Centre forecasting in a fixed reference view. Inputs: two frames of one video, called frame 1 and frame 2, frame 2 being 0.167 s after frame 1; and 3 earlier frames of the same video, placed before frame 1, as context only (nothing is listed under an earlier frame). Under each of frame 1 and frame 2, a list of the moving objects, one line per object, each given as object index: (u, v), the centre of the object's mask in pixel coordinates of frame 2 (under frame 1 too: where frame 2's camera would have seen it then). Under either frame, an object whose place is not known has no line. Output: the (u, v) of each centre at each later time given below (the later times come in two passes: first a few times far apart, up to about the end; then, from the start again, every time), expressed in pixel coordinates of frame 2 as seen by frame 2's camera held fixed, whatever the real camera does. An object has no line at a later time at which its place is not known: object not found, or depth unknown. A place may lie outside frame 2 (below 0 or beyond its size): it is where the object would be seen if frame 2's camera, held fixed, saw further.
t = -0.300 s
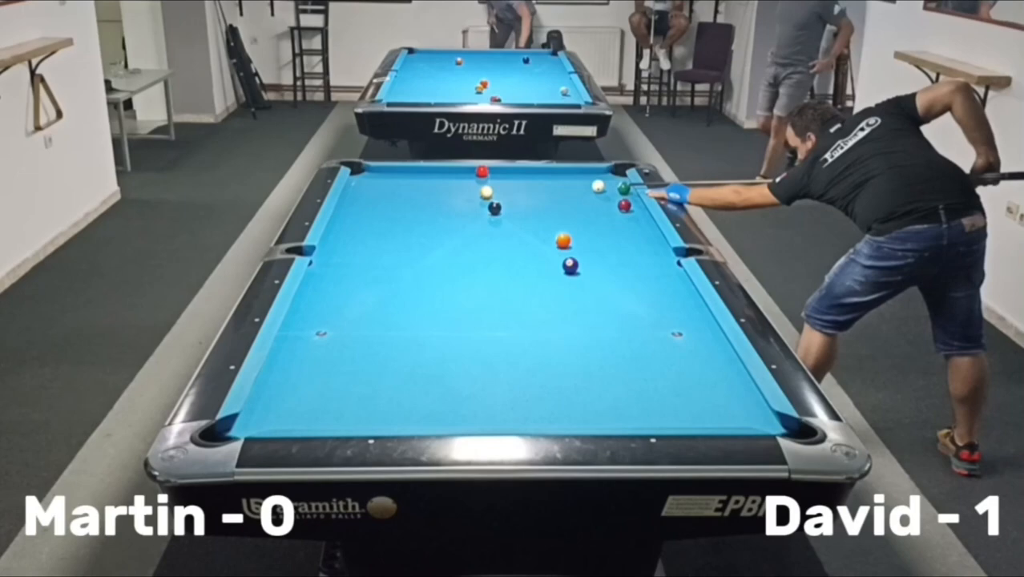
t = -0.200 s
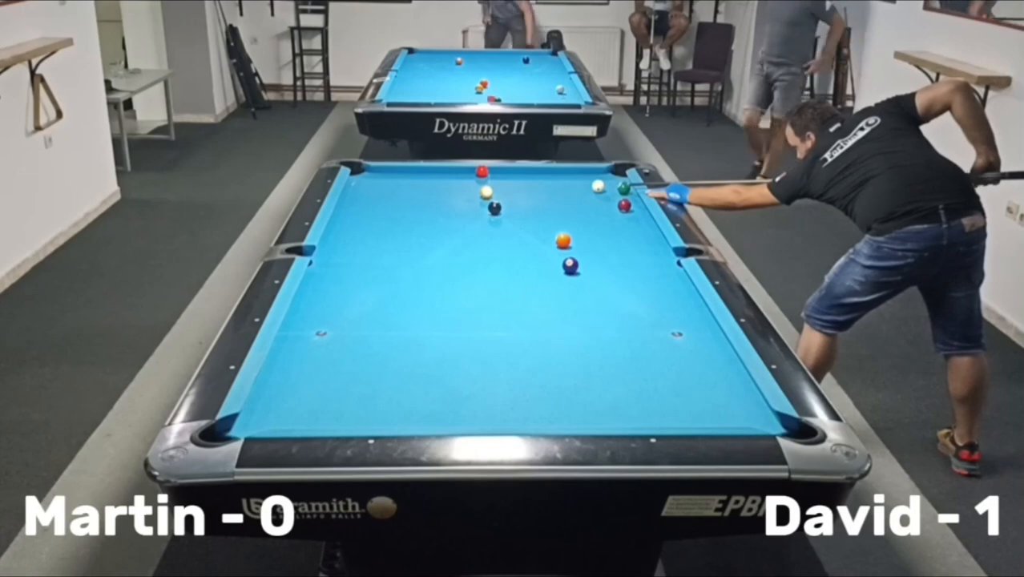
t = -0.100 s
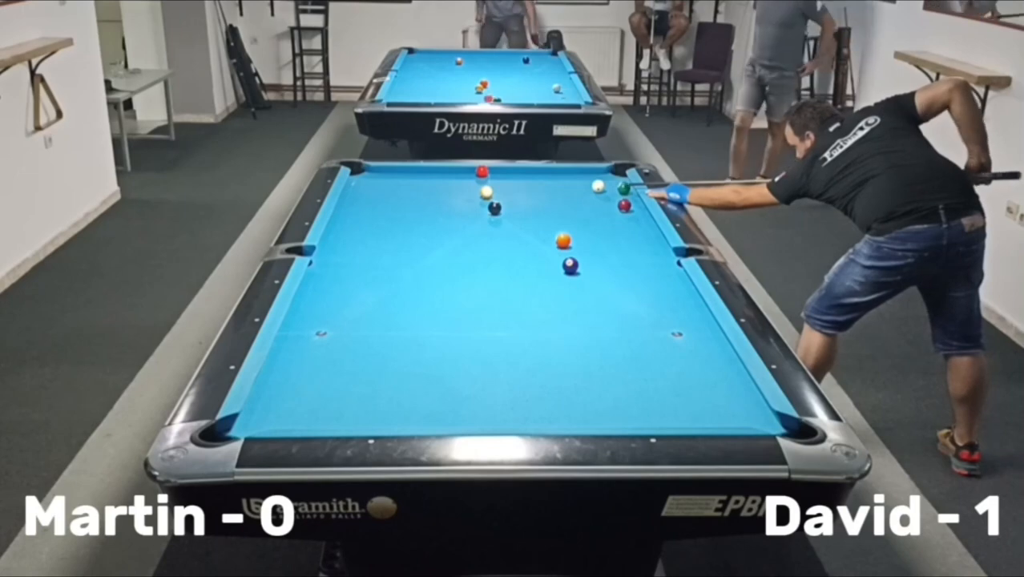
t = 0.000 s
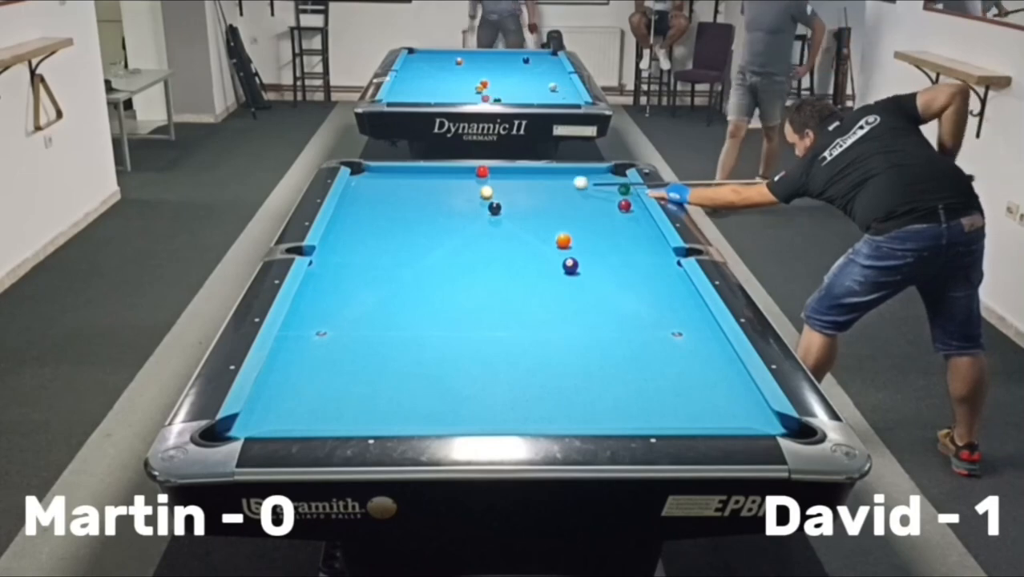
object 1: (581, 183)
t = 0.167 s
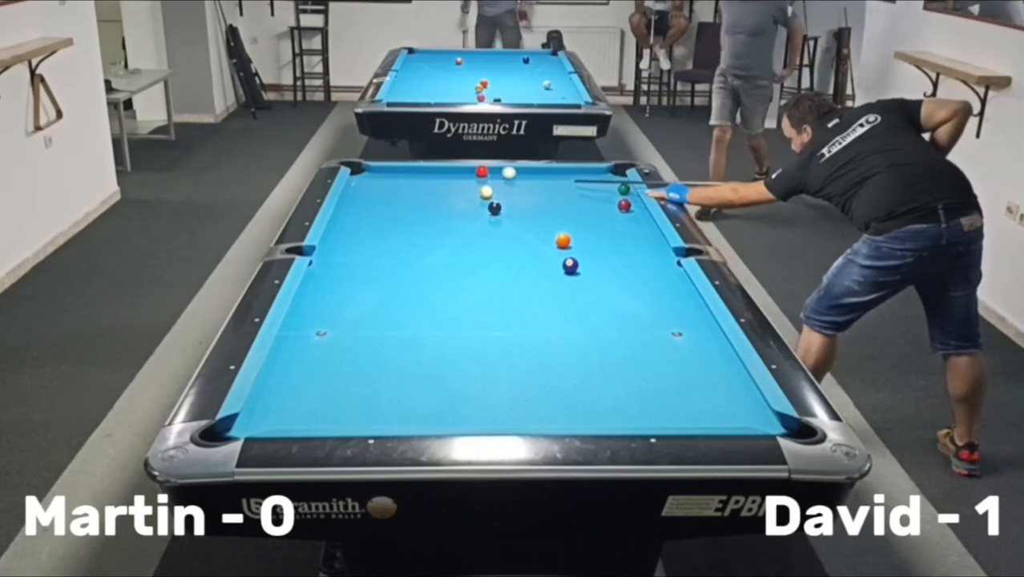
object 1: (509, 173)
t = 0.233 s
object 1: (493, 170)
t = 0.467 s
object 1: (476, 177)
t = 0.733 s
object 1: (452, 185)
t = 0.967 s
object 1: (430, 192)
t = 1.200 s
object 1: (408, 199)
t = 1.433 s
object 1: (386, 206)
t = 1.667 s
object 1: (363, 213)
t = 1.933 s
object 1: (336, 222)
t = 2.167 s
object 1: (343, 227)
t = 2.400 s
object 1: (350, 232)
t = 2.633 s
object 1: (357, 236)
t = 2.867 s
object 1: (364, 241)
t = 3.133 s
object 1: (370, 246)
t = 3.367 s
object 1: (376, 249)
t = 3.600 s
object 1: (382, 253)
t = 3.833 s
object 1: (386, 256)
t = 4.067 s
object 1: (390, 259)
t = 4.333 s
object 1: (394, 262)
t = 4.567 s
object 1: (398, 264)
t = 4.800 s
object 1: (400, 265)
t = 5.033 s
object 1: (402, 266)
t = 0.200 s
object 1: (496, 171)
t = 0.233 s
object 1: (493, 170)
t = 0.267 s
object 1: (492, 171)
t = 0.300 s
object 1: (491, 172)
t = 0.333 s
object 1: (488, 173)
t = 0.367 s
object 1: (485, 174)
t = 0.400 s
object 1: (482, 175)
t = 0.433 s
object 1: (479, 176)
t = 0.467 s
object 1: (476, 177)
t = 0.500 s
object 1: (473, 178)
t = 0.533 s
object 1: (470, 179)
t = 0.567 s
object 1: (467, 180)
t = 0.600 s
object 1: (464, 181)
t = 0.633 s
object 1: (461, 182)
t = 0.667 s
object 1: (458, 183)
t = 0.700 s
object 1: (455, 184)
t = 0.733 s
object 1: (452, 185)
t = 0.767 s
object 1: (449, 186)
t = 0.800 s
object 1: (446, 187)
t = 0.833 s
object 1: (443, 188)
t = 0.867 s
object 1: (440, 189)
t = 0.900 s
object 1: (437, 190)
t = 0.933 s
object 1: (434, 191)
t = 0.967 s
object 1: (430, 192)
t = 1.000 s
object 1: (427, 193)
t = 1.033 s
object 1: (424, 194)
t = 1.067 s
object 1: (421, 195)
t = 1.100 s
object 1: (418, 196)
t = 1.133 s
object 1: (415, 197)
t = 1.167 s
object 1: (412, 198)
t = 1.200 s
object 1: (408, 199)
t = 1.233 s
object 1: (405, 200)
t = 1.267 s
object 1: (402, 201)
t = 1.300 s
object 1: (398, 202)
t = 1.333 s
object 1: (395, 203)
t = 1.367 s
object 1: (392, 204)
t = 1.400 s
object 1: (389, 205)
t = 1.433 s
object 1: (386, 206)
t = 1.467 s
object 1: (382, 207)
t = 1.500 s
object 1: (379, 208)
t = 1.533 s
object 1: (376, 209)
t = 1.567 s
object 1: (373, 210)
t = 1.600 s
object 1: (370, 211)
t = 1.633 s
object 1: (366, 212)
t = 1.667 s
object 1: (363, 213)
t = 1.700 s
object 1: (360, 214)
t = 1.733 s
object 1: (357, 215)
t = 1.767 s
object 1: (353, 216)
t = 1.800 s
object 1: (350, 217)
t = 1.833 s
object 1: (347, 219)
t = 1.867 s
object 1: (343, 220)
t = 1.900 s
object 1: (340, 220)
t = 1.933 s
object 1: (336, 222)
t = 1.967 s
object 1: (336, 222)
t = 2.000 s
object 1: (337, 223)
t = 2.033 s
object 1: (338, 224)
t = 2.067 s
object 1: (340, 224)
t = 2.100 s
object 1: (341, 225)
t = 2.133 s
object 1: (342, 226)
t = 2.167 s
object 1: (343, 227)
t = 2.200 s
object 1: (344, 227)
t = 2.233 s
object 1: (345, 228)
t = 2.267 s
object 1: (346, 229)
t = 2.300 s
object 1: (347, 230)
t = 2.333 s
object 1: (348, 230)
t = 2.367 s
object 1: (349, 231)
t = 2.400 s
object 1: (350, 232)
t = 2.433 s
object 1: (351, 232)
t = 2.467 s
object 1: (352, 233)
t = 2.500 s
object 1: (353, 234)
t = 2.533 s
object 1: (354, 234)
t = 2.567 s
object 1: (355, 235)
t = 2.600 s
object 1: (356, 236)
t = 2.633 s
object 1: (357, 236)
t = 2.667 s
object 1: (358, 237)
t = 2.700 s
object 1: (359, 238)
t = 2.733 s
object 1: (360, 238)
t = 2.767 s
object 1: (361, 239)
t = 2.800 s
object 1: (362, 239)
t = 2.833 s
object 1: (363, 240)
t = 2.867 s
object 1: (364, 241)
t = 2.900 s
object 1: (364, 241)
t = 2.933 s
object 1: (365, 242)
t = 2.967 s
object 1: (366, 242)
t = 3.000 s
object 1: (367, 243)
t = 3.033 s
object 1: (368, 244)
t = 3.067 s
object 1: (369, 244)
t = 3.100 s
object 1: (370, 245)
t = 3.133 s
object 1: (370, 246)
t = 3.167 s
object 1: (371, 246)
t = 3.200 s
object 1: (372, 247)
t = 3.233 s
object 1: (373, 247)
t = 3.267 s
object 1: (374, 248)
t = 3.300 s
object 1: (374, 248)
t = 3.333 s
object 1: (375, 249)
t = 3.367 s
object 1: (376, 249)
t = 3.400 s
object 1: (377, 250)
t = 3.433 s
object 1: (378, 251)
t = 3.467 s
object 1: (378, 251)
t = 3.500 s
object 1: (379, 252)
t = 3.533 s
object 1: (380, 252)
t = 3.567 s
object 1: (381, 252)
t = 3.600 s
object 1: (382, 253)
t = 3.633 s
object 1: (382, 254)
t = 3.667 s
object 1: (383, 254)
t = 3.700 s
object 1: (384, 254)
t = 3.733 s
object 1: (384, 255)
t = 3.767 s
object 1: (385, 255)
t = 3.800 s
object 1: (386, 256)
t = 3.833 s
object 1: (386, 256)
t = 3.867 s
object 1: (387, 257)
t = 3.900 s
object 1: (387, 257)
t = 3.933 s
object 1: (388, 258)
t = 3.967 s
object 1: (389, 258)
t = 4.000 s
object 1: (389, 258)
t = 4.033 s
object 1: (390, 259)
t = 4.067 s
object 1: (390, 259)
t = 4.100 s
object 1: (391, 259)
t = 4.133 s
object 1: (391, 260)
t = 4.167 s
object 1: (392, 260)
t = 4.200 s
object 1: (392, 260)
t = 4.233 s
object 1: (393, 261)
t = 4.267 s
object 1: (393, 261)
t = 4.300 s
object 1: (394, 261)
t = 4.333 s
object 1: (394, 262)
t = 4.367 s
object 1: (395, 262)
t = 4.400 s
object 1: (395, 262)
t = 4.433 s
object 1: (396, 263)
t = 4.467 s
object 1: (396, 263)
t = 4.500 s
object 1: (397, 263)
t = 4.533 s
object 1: (397, 264)
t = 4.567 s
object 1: (398, 264)
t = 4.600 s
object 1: (398, 264)
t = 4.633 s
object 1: (398, 264)
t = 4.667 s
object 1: (399, 264)
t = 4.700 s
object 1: (399, 264)
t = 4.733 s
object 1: (400, 265)
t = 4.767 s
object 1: (400, 265)
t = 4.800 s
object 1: (400, 265)
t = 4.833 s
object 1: (401, 265)
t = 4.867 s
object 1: (401, 266)
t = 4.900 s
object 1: (401, 266)
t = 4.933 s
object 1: (401, 266)
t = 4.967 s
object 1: (401, 266)
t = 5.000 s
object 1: (401, 267)
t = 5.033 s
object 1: (402, 266)
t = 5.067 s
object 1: (402, 267)
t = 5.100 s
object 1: (402, 267)
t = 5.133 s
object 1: (402, 267)
